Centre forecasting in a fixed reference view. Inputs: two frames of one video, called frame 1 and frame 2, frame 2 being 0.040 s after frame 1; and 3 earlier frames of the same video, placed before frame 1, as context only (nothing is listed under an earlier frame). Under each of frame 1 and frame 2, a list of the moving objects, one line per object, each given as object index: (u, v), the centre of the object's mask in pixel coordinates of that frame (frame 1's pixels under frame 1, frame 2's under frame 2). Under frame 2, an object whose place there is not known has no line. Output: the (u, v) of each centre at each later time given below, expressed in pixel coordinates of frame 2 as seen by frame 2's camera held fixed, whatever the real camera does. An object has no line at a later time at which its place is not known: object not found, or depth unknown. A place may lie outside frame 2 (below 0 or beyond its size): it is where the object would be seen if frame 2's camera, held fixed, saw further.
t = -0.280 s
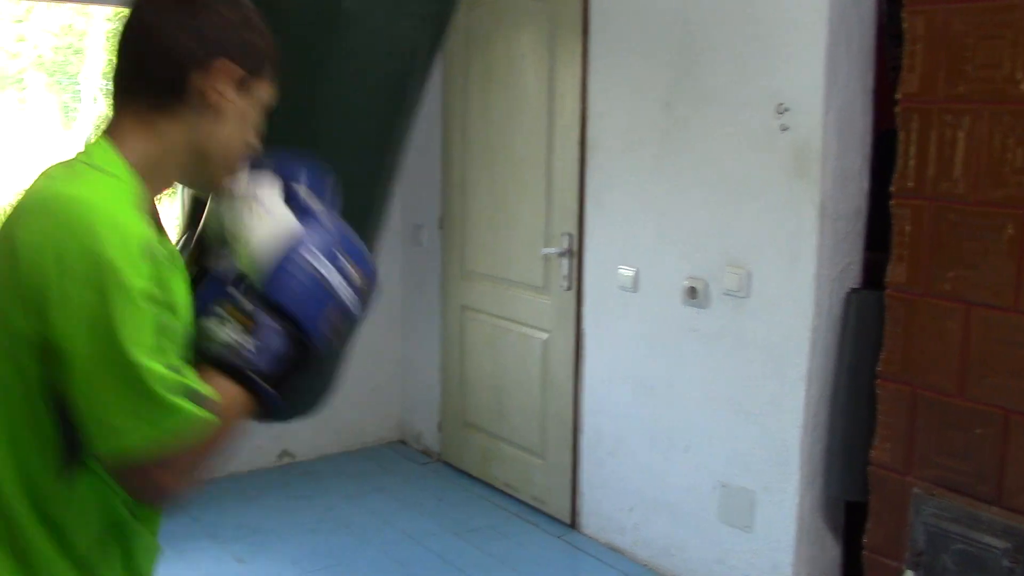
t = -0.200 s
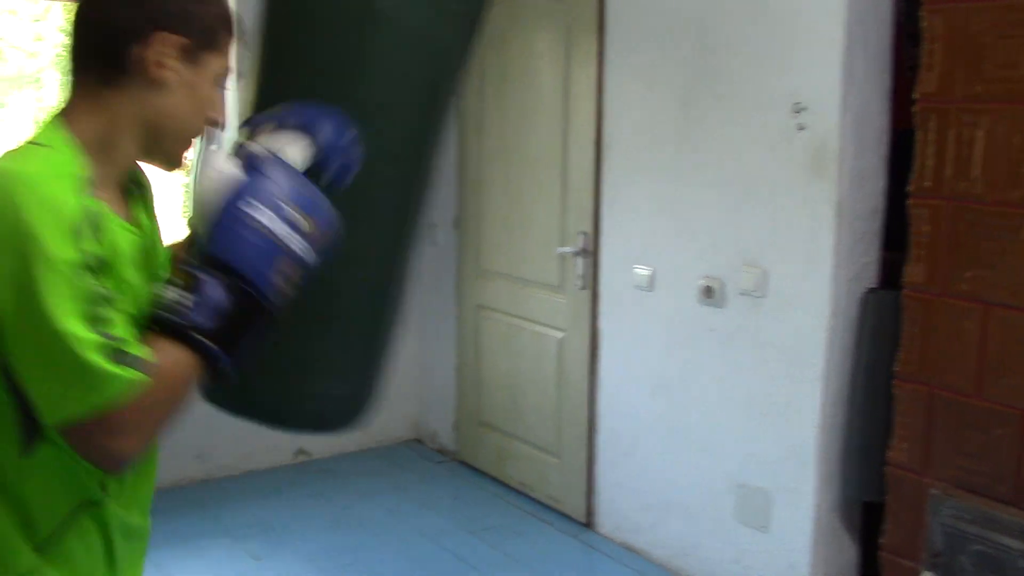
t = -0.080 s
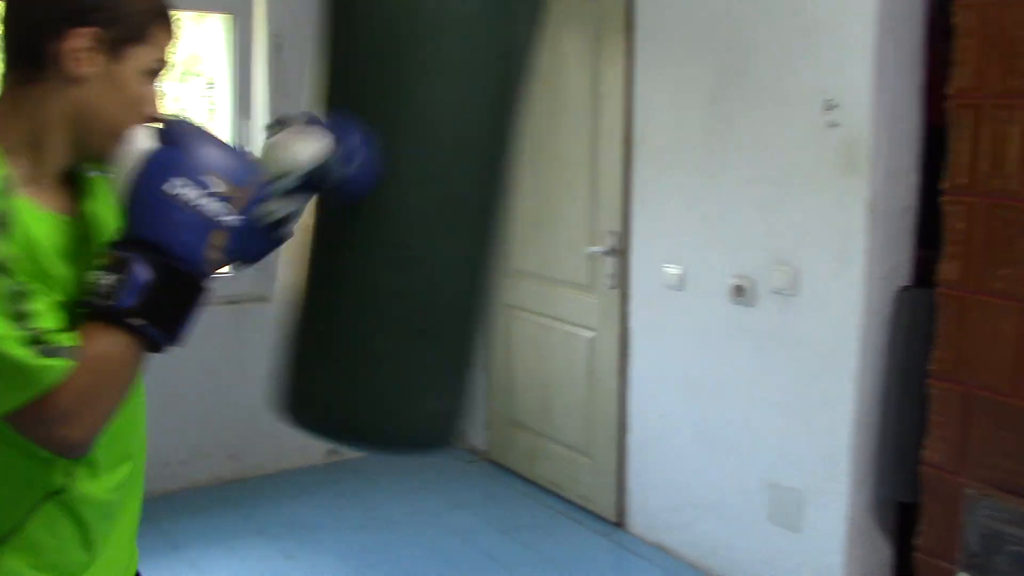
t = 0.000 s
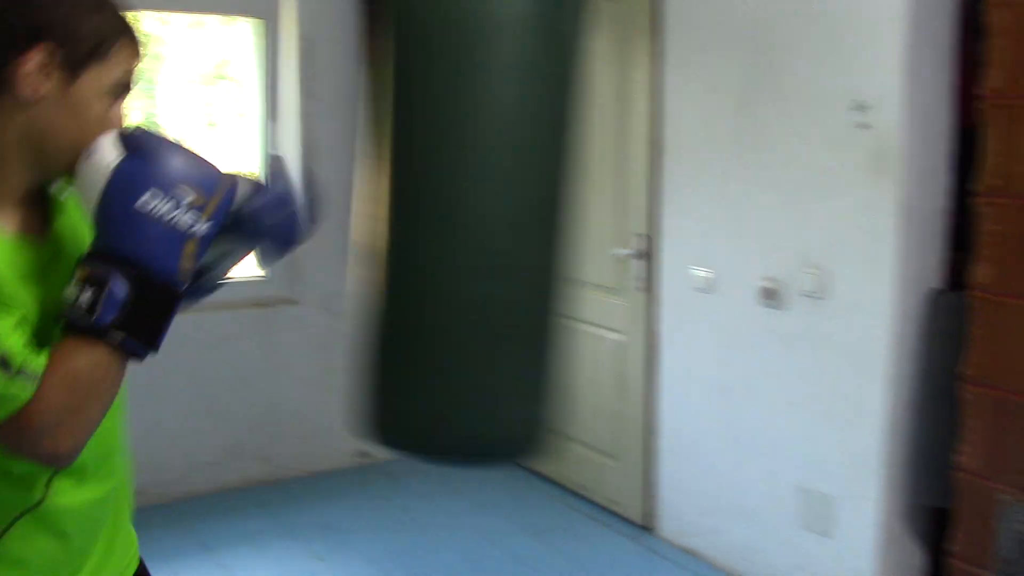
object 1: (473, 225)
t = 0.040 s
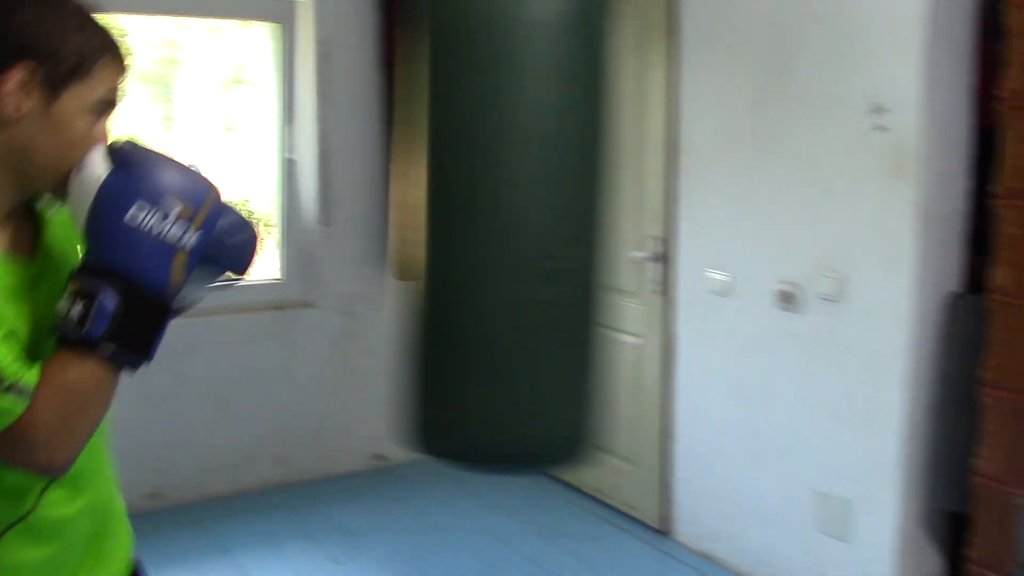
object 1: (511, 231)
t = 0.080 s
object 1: (535, 234)
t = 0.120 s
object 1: (554, 233)
